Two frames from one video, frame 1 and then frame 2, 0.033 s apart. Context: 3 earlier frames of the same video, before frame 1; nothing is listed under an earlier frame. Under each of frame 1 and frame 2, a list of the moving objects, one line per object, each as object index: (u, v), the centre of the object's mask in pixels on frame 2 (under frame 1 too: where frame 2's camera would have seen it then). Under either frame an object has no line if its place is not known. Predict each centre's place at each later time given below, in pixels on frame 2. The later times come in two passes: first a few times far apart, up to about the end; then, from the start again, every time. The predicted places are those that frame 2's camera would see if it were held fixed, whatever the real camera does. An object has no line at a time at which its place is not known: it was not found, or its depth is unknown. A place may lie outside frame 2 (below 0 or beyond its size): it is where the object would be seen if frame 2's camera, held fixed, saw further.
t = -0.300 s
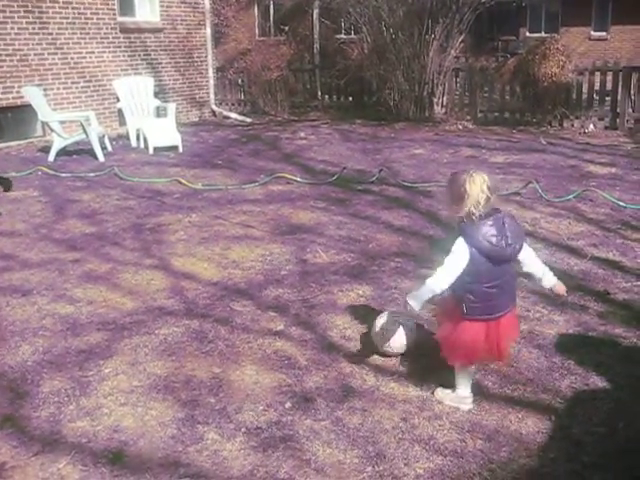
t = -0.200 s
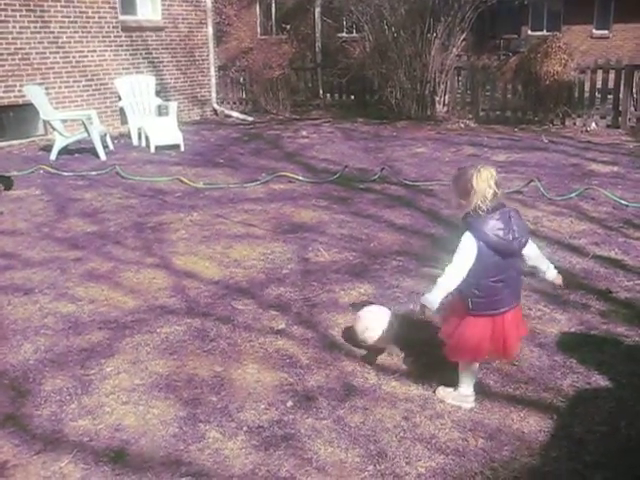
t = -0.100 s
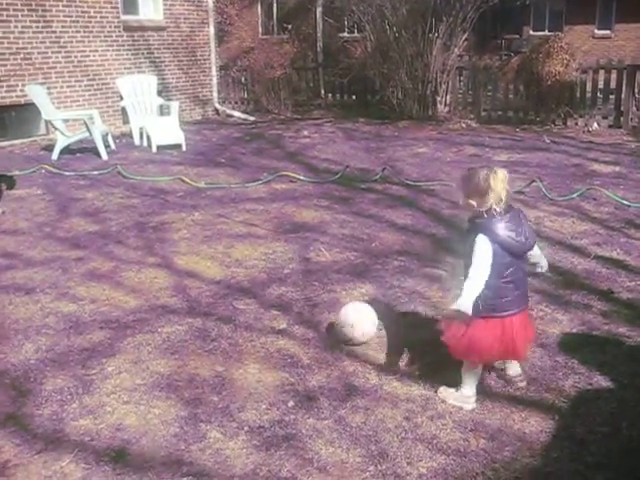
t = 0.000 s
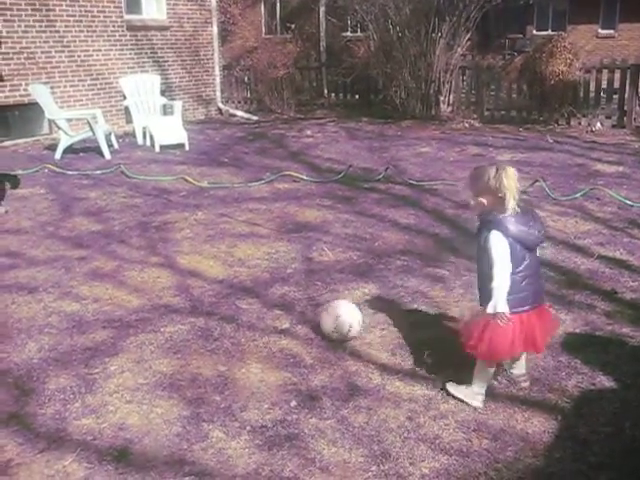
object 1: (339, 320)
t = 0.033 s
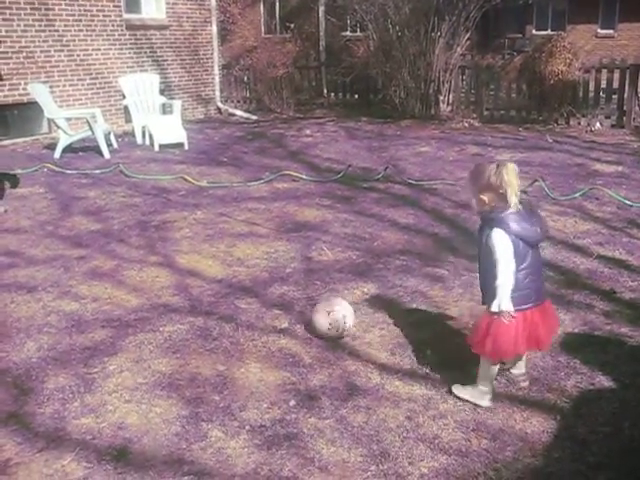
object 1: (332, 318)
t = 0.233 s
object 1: (296, 311)
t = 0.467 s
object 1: (260, 304)
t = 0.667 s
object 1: (240, 299)
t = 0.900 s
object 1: (220, 294)
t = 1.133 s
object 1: (203, 290)
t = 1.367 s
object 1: (189, 288)
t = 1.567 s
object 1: (176, 287)
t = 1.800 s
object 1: (167, 289)
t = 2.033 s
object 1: (167, 289)
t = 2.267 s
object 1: (170, 289)
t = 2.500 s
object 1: (176, 289)
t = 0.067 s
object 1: (326, 316)
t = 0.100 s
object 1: (320, 315)
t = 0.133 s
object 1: (313, 315)
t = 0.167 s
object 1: (307, 313)
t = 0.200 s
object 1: (301, 312)
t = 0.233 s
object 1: (296, 311)
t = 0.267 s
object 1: (290, 311)
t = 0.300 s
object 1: (284, 310)
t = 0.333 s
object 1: (279, 309)
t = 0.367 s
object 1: (274, 308)
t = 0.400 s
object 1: (269, 308)
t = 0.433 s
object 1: (264, 306)
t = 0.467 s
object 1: (260, 304)
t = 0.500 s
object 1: (256, 303)
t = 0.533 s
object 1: (253, 301)
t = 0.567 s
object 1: (249, 301)
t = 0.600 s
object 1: (246, 300)
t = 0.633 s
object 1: (243, 300)
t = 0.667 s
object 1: (240, 299)
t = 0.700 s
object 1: (237, 298)
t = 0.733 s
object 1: (234, 297)
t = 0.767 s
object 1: (231, 297)
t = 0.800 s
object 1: (229, 297)
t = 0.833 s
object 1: (225, 296)
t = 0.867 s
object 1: (223, 295)
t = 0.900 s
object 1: (220, 294)
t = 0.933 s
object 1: (218, 294)
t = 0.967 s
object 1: (216, 294)
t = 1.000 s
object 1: (213, 293)
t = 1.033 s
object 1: (211, 292)
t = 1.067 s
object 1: (208, 291)
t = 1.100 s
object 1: (205, 291)
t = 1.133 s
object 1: (203, 290)
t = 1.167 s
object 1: (201, 289)
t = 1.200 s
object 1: (199, 288)
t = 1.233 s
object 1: (198, 288)
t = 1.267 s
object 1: (196, 287)
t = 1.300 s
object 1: (193, 287)
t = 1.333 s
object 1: (192, 287)
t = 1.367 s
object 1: (189, 288)
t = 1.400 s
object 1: (187, 287)
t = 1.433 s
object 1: (185, 288)
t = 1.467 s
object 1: (183, 287)
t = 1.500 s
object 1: (180, 288)
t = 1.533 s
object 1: (178, 287)
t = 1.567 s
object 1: (176, 287)
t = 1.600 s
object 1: (174, 288)
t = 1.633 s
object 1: (173, 288)
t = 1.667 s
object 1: (171, 288)
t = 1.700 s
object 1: (170, 288)
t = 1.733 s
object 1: (169, 288)
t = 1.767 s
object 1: (168, 289)
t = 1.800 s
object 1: (167, 289)
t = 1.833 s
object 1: (167, 289)
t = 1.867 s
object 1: (166, 289)
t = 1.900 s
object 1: (166, 289)
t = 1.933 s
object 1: (166, 289)
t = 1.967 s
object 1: (166, 289)
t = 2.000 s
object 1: (166, 290)
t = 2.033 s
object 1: (167, 289)
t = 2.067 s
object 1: (167, 290)
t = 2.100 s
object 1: (167, 290)
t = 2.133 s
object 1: (168, 290)
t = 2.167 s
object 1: (168, 290)
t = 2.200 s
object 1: (169, 290)
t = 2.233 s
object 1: (170, 290)
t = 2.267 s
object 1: (170, 289)
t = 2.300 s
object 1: (171, 290)
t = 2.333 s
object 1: (172, 289)
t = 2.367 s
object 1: (173, 289)
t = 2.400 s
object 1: (174, 289)
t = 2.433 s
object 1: (174, 289)
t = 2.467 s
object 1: (176, 290)
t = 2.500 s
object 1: (176, 289)
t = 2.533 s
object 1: (178, 289)
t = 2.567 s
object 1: (178, 290)
